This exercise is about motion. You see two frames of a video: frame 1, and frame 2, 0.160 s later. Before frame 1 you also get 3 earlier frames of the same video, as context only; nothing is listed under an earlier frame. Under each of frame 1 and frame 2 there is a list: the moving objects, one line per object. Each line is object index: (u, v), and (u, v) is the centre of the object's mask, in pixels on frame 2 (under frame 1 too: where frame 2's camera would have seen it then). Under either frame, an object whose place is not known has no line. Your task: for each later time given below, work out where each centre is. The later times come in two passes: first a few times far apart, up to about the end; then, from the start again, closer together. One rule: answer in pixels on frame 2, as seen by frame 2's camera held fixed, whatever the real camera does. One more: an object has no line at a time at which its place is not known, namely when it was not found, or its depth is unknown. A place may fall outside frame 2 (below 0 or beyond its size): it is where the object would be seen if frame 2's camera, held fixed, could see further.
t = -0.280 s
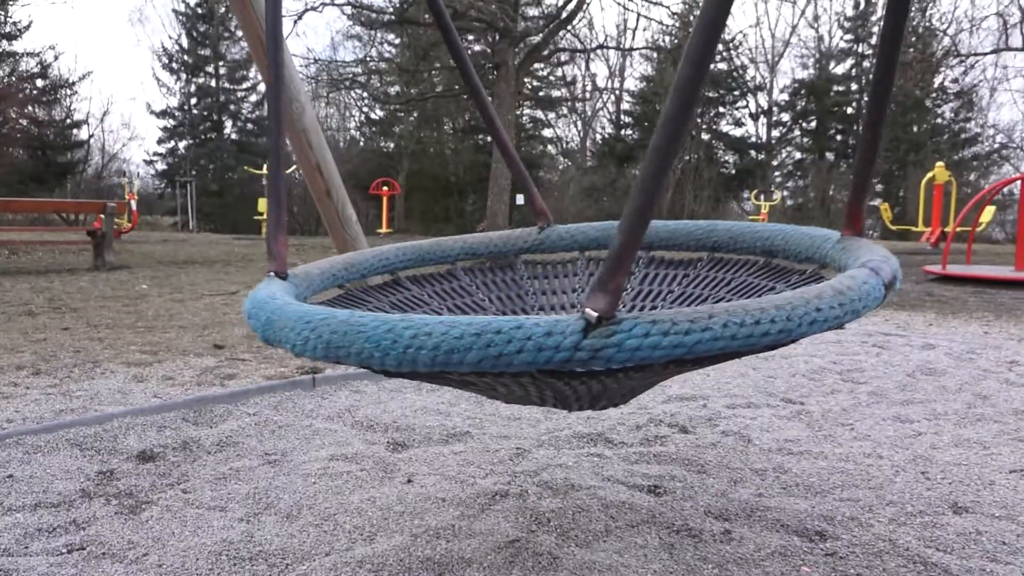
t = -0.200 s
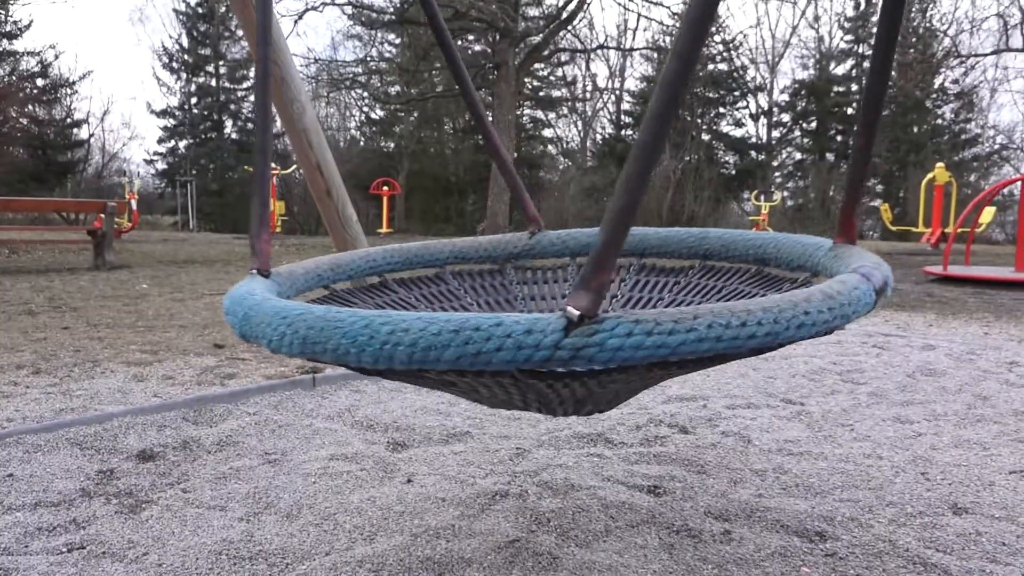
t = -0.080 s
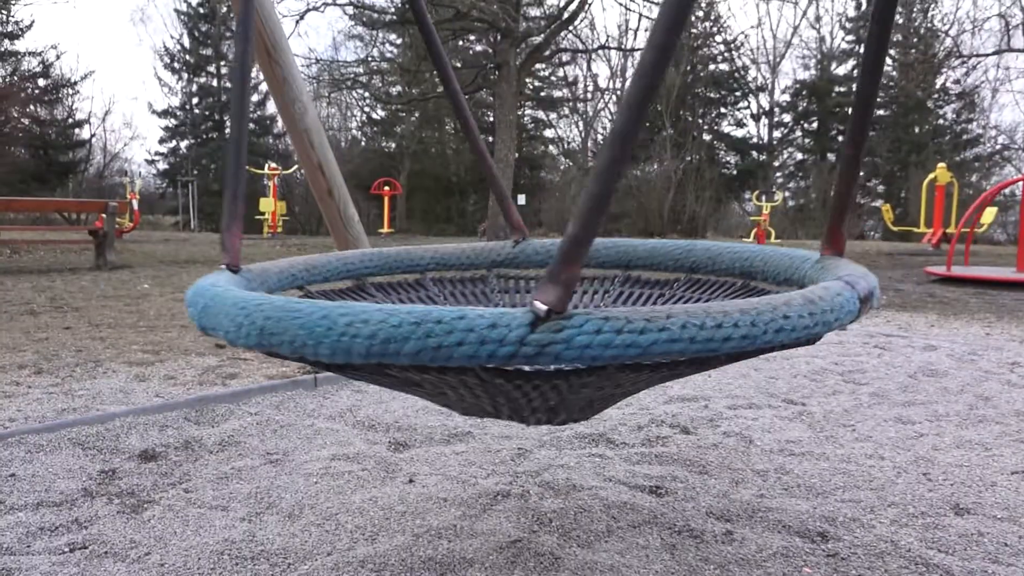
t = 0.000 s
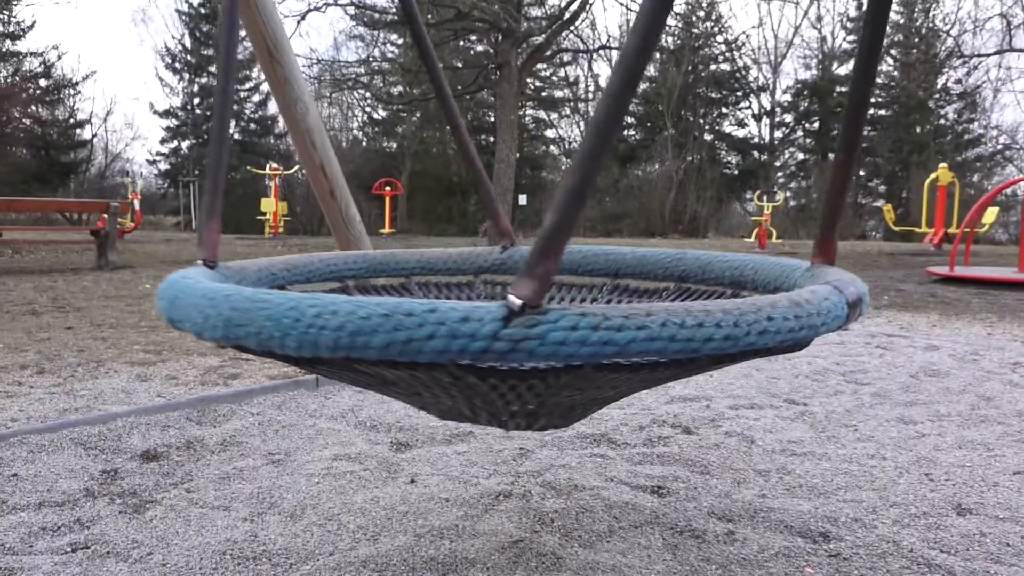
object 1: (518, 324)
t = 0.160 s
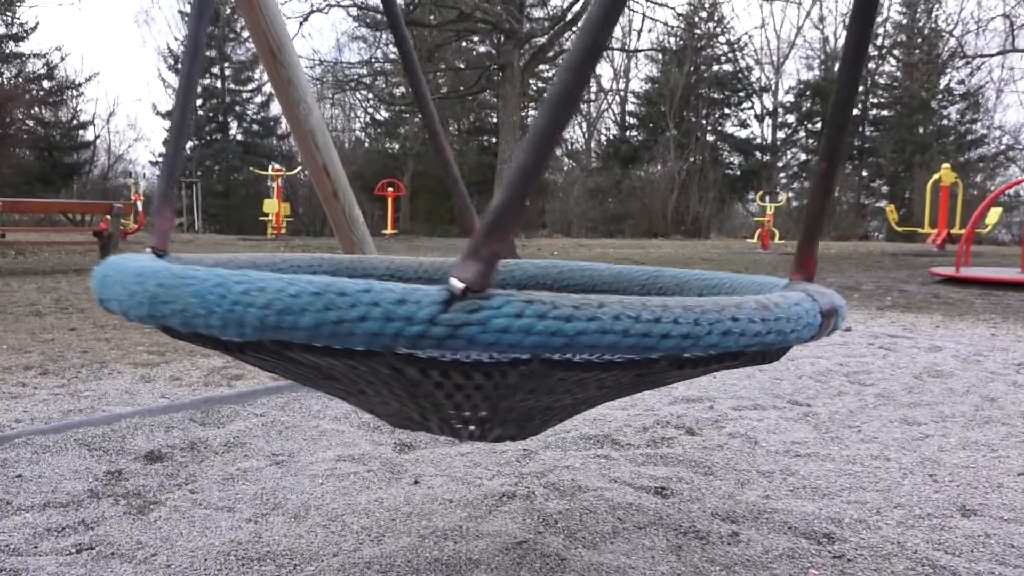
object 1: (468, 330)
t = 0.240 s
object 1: (441, 331)
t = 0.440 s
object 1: (378, 323)
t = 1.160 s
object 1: (415, 330)
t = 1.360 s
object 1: (483, 328)
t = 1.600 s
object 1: (549, 316)
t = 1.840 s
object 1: (591, 304)
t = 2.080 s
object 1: (604, 299)
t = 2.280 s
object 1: (591, 303)
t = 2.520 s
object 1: (551, 314)
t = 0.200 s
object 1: (455, 330)
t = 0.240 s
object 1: (441, 331)
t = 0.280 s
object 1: (428, 331)
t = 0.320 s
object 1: (412, 330)
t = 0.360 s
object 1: (397, 328)
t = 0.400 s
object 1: (387, 326)
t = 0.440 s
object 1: (378, 323)
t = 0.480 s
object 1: (370, 321)
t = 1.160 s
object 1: (415, 330)
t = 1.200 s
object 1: (430, 331)
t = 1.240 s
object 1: (443, 331)
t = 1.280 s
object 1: (456, 330)
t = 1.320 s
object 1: (469, 329)
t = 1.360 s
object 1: (483, 328)
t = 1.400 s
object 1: (495, 326)
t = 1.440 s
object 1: (507, 324)
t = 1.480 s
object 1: (518, 322)
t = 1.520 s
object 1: (529, 320)
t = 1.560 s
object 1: (540, 318)
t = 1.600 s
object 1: (549, 316)
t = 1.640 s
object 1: (558, 314)
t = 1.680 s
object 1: (566, 311)
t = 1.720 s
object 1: (573, 309)
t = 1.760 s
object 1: (580, 307)
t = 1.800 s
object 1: (585, 306)
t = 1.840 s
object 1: (591, 304)
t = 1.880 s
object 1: (595, 302)
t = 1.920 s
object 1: (598, 301)
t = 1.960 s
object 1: (601, 300)
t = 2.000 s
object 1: (603, 300)
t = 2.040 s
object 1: (603, 299)
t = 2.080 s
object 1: (604, 299)
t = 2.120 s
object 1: (603, 299)
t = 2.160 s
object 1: (601, 300)
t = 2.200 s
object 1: (599, 301)
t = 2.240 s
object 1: (595, 302)
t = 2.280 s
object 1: (591, 303)
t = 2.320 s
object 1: (586, 305)
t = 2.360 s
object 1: (581, 306)
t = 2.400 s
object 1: (575, 308)
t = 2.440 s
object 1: (568, 310)
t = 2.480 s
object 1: (560, 312)
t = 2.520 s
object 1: (551, 314)
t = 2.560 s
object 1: (542, 316)
